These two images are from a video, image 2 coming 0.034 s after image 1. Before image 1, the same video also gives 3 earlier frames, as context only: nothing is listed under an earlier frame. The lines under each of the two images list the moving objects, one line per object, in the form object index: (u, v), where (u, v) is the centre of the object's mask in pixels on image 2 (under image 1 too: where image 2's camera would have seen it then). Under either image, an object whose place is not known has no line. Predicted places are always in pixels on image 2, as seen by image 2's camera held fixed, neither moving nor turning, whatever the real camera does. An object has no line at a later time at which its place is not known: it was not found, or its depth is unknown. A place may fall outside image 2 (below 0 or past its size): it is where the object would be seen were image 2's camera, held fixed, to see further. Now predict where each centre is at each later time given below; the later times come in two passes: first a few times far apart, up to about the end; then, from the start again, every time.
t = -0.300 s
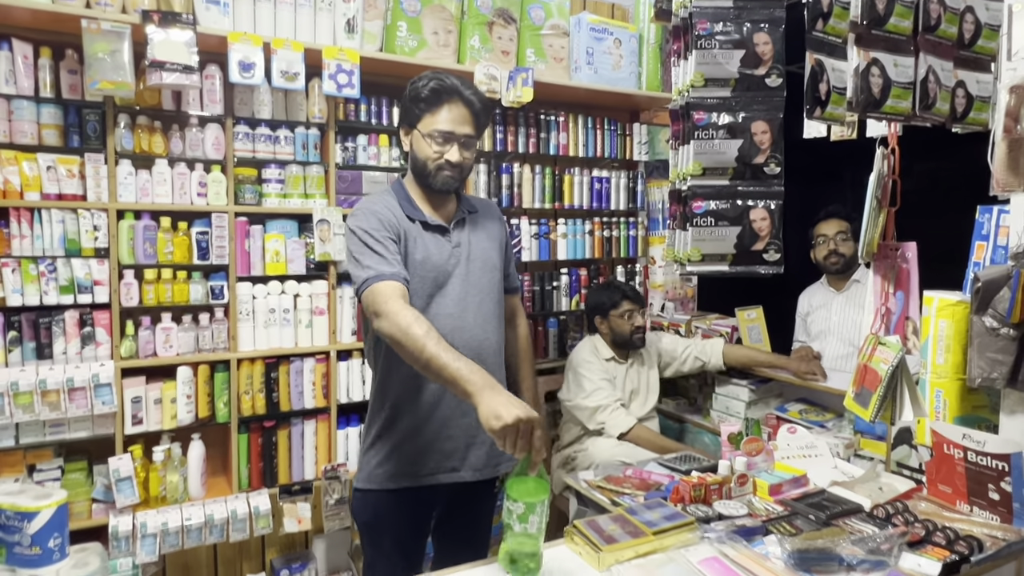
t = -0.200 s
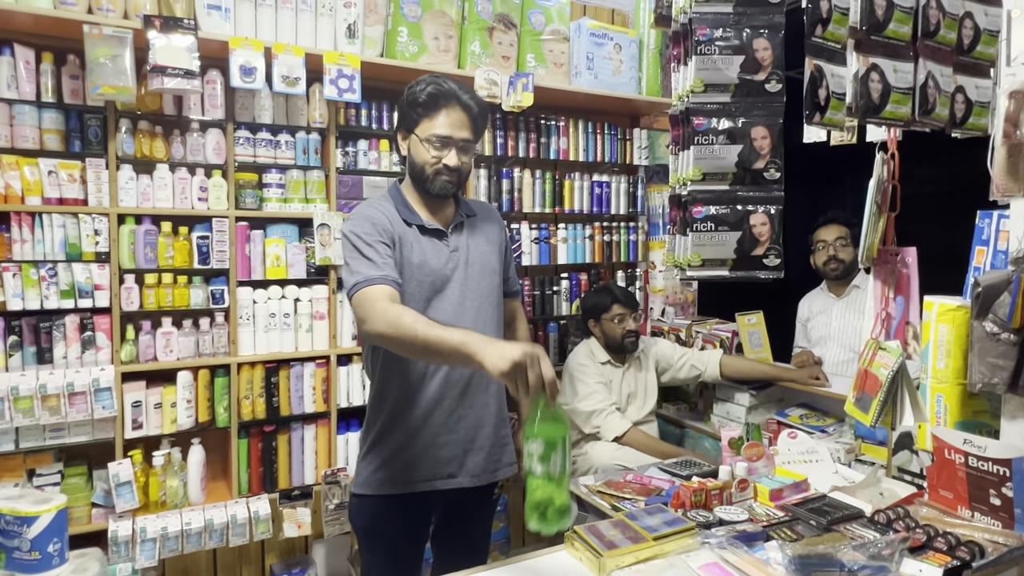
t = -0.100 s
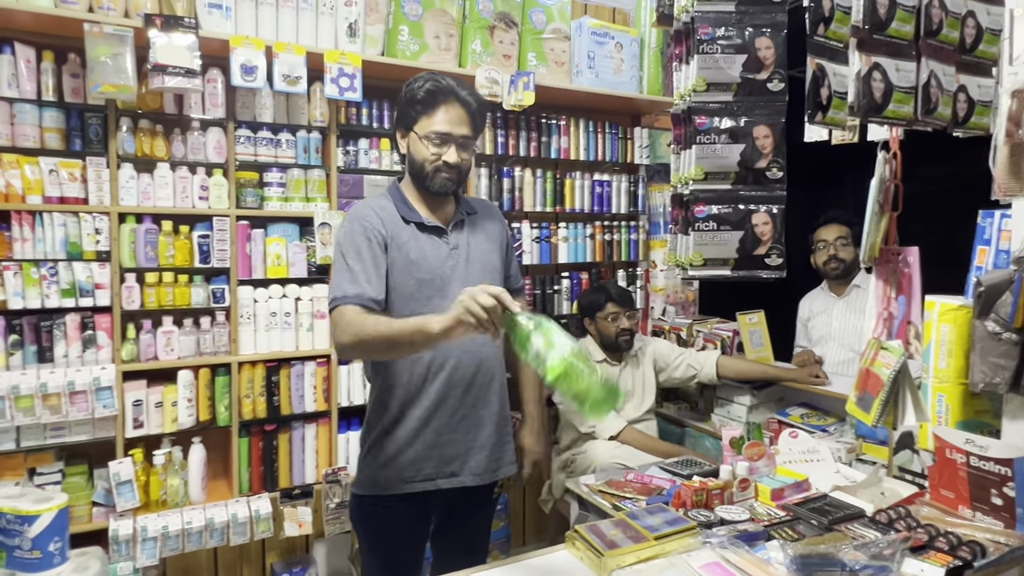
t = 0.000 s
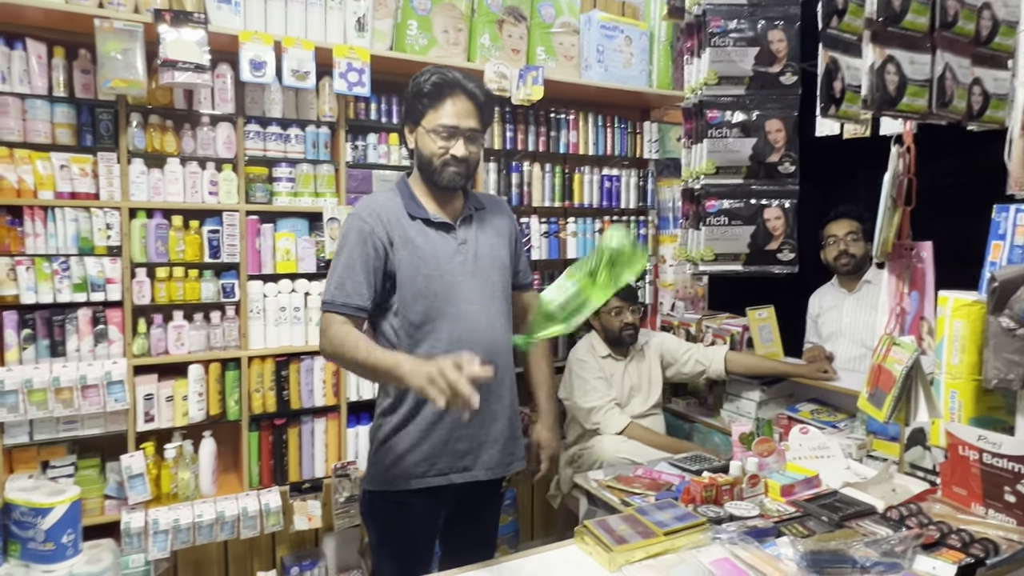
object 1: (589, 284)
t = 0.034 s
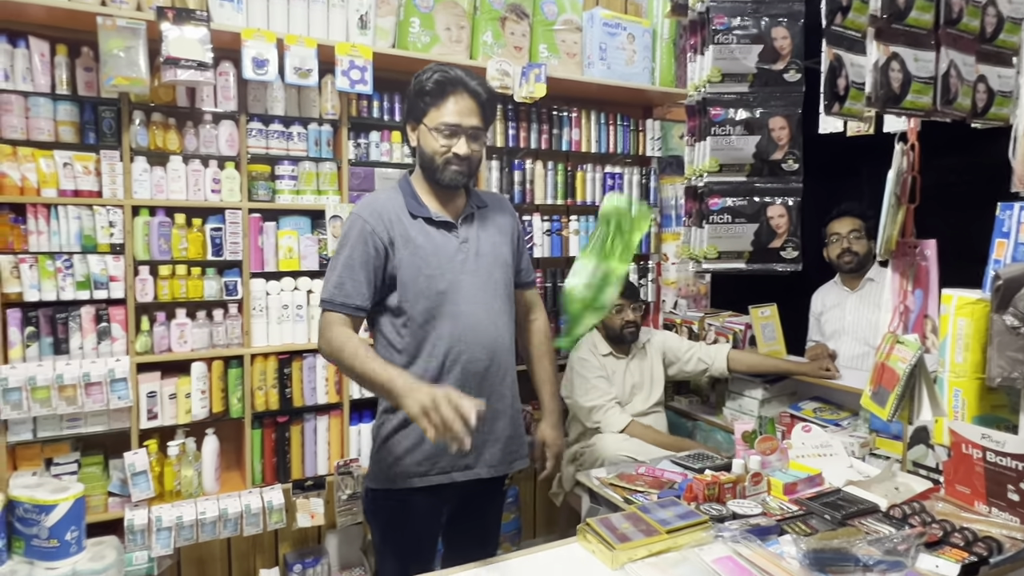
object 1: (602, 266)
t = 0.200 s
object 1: (645, 209)
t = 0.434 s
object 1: (652, 426)
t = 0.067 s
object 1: (617, 247)
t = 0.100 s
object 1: (631, 229)
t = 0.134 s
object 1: (642, 215)
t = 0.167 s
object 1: (645, 207)
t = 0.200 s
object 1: (645, 209)
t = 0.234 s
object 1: (647, 218)
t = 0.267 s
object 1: (649, 237)
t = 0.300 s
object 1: (649, 261)
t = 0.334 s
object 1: (649, 292)
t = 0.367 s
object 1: (649, 331)
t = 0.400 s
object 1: (652, 376)
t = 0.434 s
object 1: (652, 426)
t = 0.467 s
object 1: (648, 482)
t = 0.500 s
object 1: (649, 547)
